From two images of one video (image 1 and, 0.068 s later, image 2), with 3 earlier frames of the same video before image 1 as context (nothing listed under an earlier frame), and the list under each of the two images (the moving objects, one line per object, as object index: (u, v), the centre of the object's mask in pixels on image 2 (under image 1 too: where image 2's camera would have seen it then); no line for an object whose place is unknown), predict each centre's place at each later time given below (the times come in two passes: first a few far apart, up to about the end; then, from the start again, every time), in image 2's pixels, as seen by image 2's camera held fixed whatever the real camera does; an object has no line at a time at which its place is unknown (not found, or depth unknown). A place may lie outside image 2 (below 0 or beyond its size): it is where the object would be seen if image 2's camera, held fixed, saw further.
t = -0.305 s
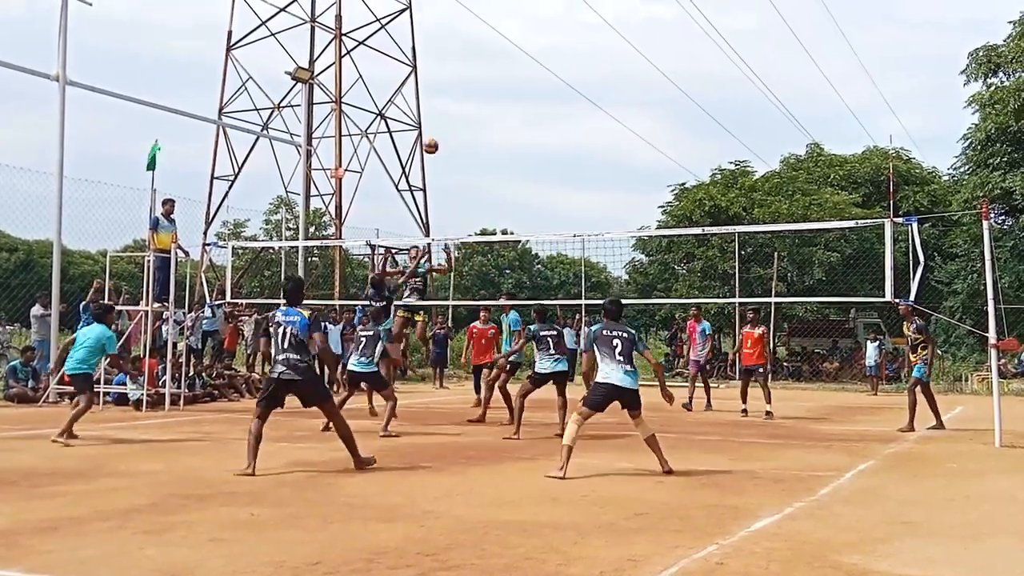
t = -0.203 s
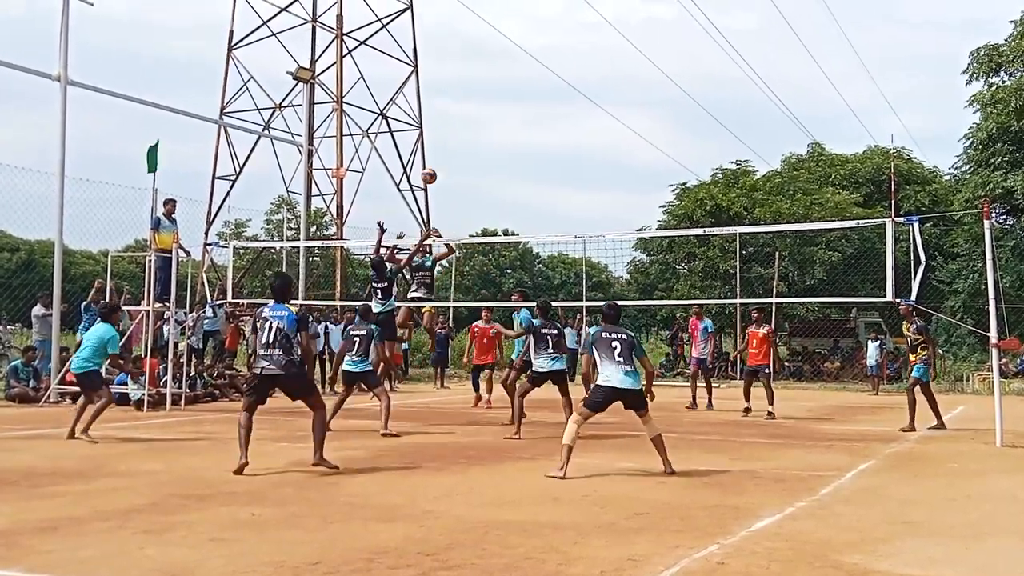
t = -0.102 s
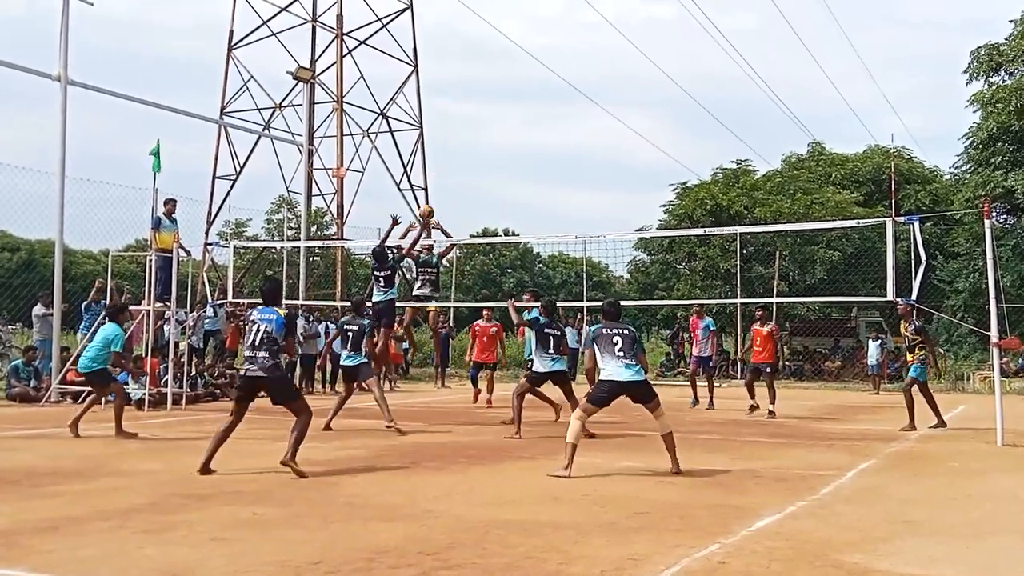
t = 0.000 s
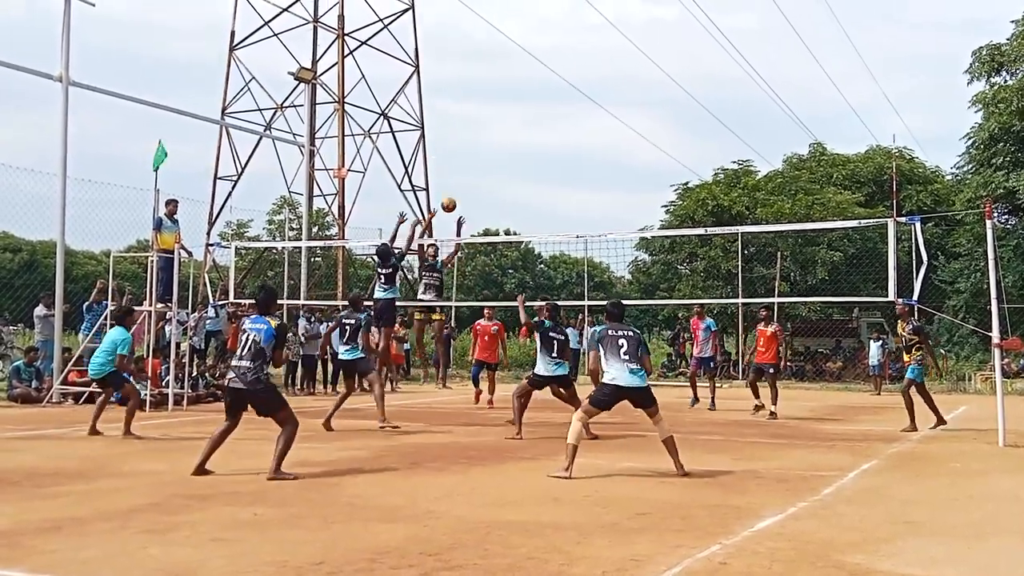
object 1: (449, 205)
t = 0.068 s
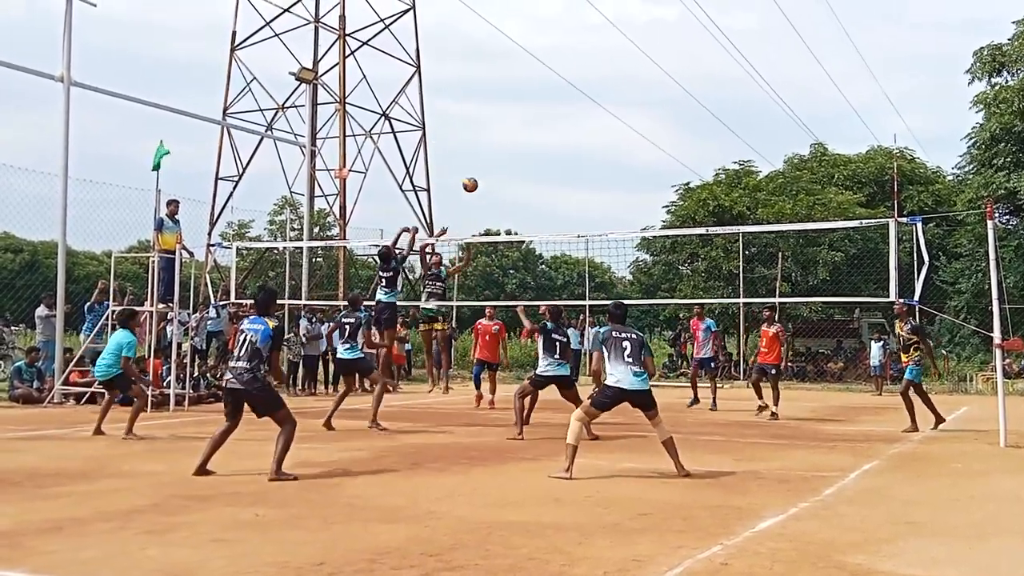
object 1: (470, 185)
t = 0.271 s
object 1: (531, 143)
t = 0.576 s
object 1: (622, 139)
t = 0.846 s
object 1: (703, 193)
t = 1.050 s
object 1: (762, 271)
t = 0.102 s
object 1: (480, 176)
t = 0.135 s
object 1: (490, 168)
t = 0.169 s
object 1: (500, 160)
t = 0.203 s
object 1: (510, 153)
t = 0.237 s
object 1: (521, 148)
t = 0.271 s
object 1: (531, 143)
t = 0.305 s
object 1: (541, 140)
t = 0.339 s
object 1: (551, 137)
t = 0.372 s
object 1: (561, 134)
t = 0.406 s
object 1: (571, 133)
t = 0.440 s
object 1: (581, 133)
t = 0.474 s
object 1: (592, 133)
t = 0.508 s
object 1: (602, 134)
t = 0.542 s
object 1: (612, 136)
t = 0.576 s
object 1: (622, 139)
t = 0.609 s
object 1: (632, 143)
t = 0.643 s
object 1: (642, 147)
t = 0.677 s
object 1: (652, 153)
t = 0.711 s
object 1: (663, 159)
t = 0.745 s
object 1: (672, 166)
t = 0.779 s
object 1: (683, 175)
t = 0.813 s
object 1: (693, 183)
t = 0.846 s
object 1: (703, 193)
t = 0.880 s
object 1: (713, 204)
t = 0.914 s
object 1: (722, 216)
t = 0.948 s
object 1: (732, 223)
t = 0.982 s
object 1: (742, 240)
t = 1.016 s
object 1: (752, 256)
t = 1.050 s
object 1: (762, 271)
